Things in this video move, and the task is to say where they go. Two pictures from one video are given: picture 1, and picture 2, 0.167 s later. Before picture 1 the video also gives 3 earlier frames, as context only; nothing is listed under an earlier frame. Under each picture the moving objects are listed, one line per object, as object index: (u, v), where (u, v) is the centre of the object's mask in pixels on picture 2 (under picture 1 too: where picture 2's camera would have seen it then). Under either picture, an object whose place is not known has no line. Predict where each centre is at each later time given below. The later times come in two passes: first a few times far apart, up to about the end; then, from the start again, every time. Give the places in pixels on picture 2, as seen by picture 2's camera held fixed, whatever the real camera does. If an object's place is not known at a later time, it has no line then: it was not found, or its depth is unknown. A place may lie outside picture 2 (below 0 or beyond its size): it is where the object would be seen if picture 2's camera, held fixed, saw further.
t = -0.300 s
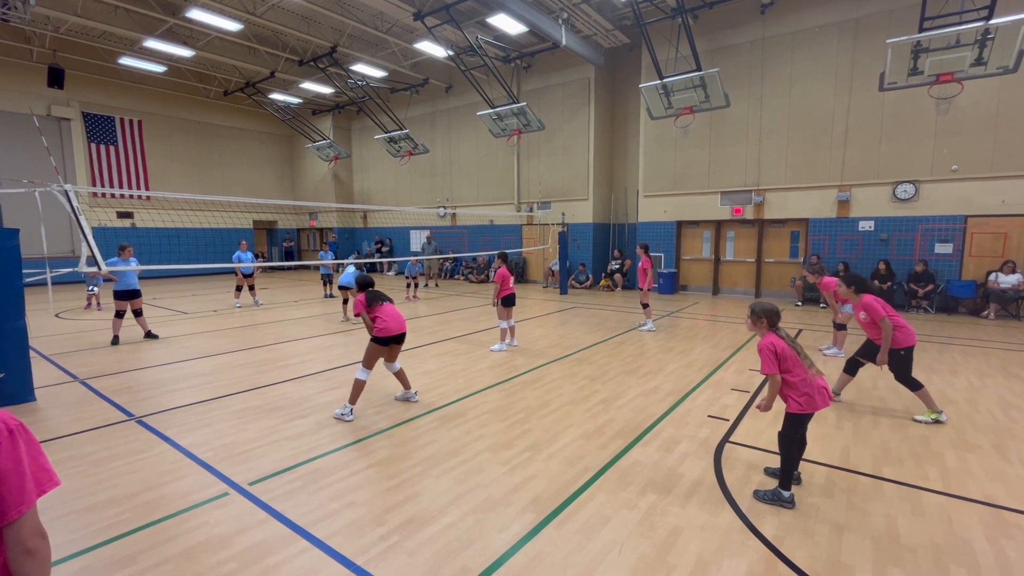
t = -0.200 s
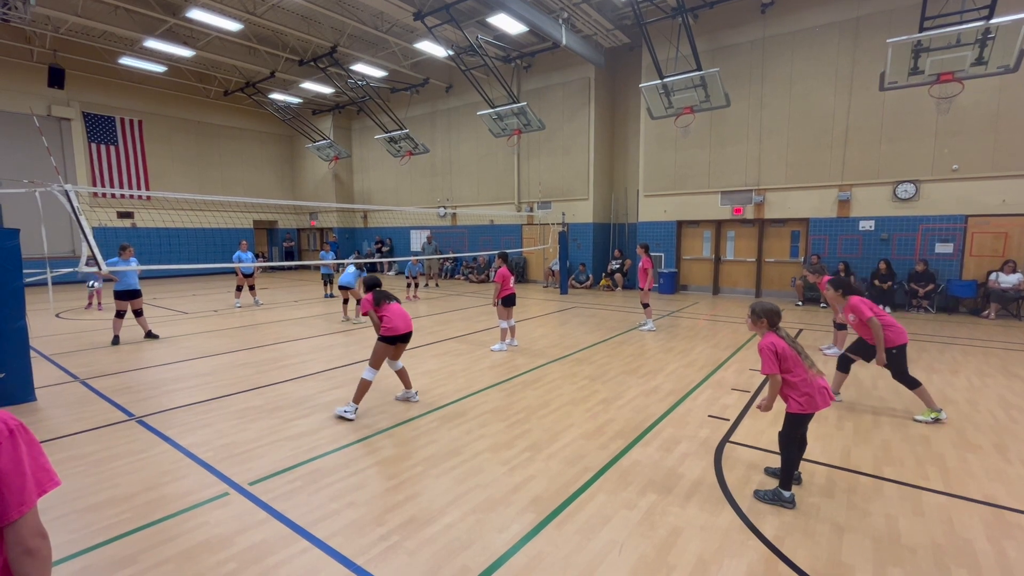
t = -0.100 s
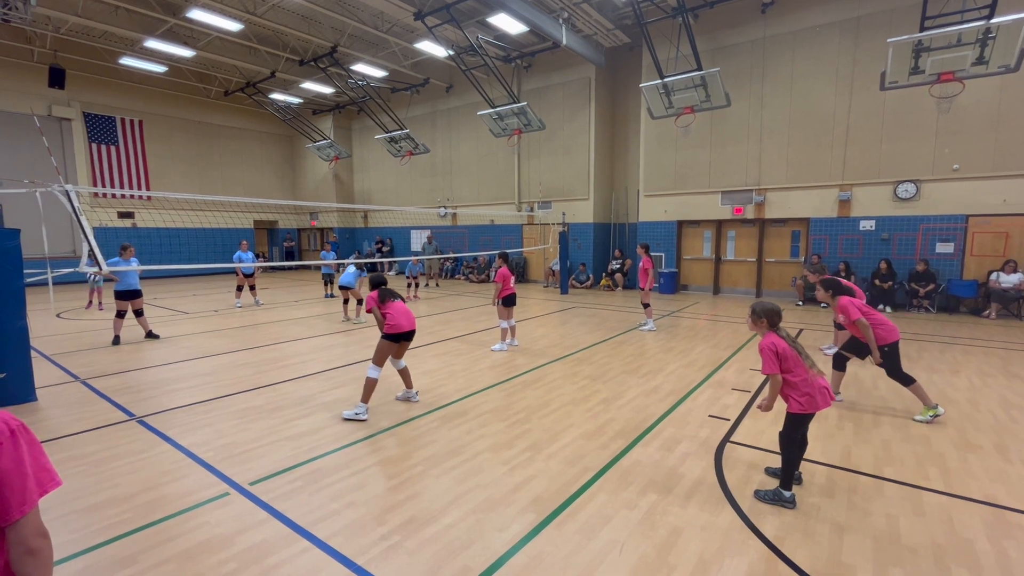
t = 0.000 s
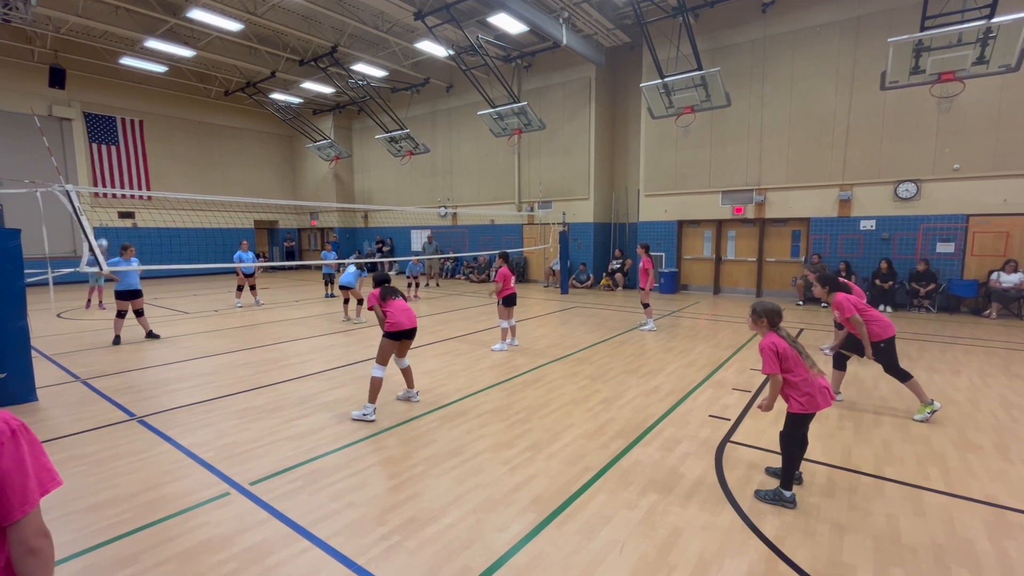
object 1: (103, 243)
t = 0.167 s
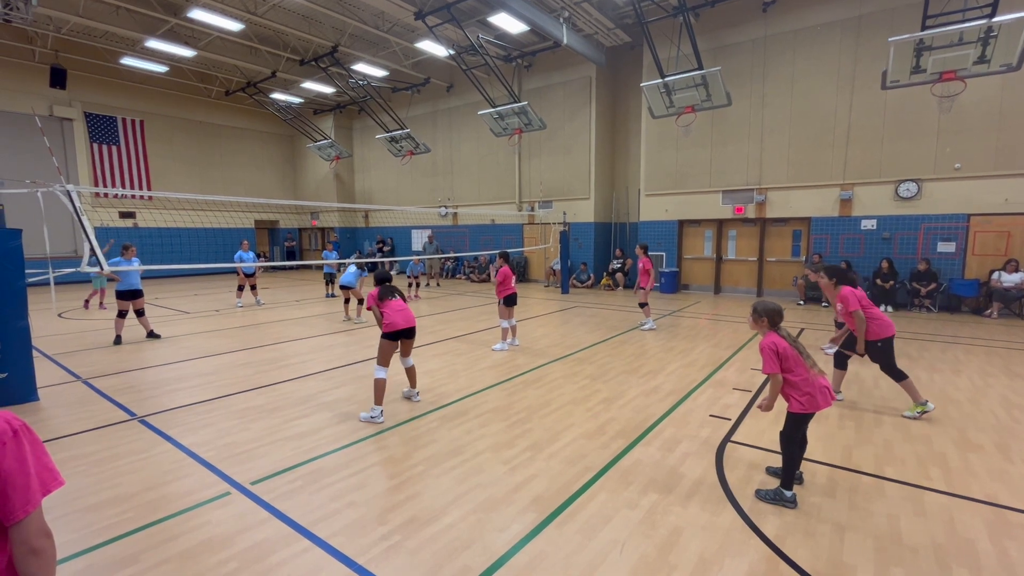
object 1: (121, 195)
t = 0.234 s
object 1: (127, 174)
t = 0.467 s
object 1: (158, 122)
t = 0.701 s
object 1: (197, 94)
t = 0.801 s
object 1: (218, 92)
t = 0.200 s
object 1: (122, 183)
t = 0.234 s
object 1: (127, 174)
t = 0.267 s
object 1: (131, 165)
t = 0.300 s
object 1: (134, 157)
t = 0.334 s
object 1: (139, 149)
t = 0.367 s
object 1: (143, 142)
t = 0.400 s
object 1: (148, 134)
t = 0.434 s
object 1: (153, 128)
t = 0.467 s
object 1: (158, 122)
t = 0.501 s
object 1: (163, 115)
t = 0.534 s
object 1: (168, 111)
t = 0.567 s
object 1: (173, 106)
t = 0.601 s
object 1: (179, 102)
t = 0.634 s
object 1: (184, 100)
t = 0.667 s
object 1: (191, 97)
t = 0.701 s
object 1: (197, 94)
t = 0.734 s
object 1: (204, 93)
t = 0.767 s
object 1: (210, 92)
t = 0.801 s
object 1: (218, 92)
